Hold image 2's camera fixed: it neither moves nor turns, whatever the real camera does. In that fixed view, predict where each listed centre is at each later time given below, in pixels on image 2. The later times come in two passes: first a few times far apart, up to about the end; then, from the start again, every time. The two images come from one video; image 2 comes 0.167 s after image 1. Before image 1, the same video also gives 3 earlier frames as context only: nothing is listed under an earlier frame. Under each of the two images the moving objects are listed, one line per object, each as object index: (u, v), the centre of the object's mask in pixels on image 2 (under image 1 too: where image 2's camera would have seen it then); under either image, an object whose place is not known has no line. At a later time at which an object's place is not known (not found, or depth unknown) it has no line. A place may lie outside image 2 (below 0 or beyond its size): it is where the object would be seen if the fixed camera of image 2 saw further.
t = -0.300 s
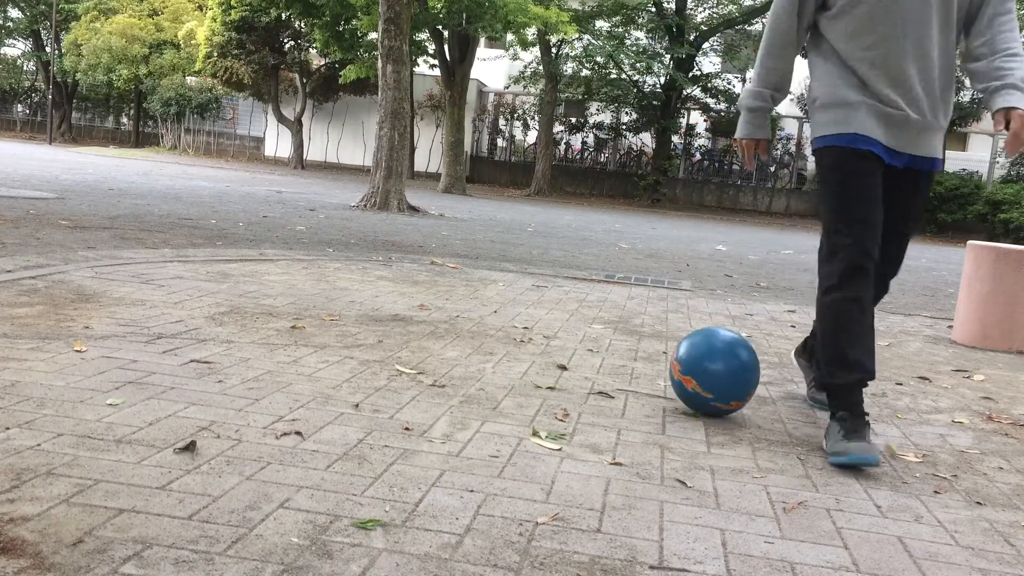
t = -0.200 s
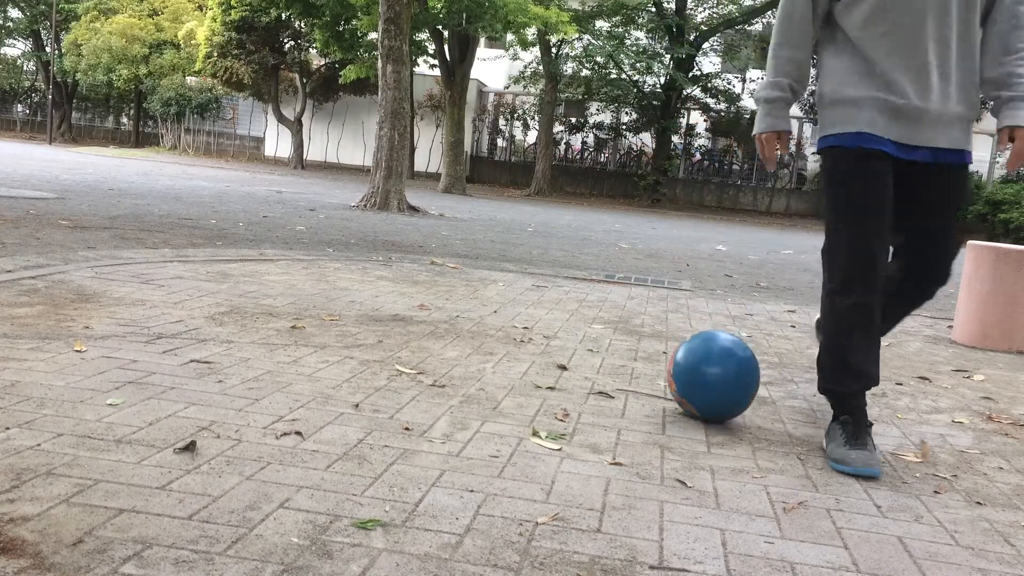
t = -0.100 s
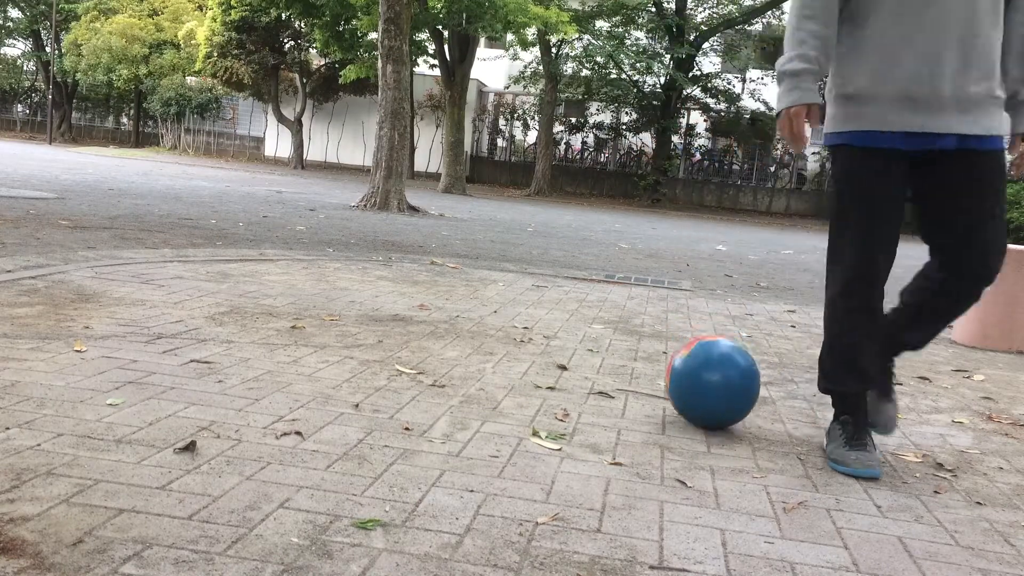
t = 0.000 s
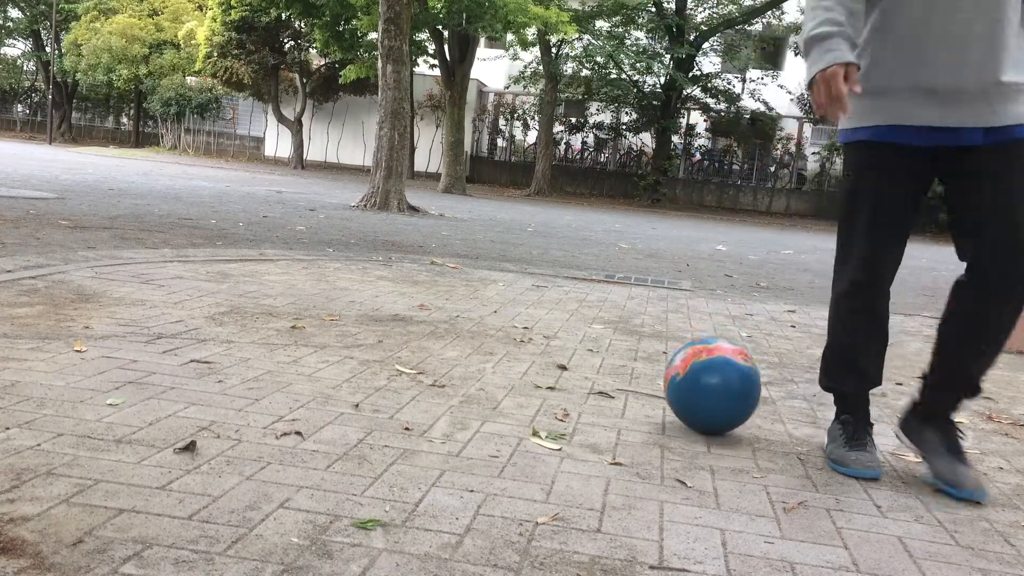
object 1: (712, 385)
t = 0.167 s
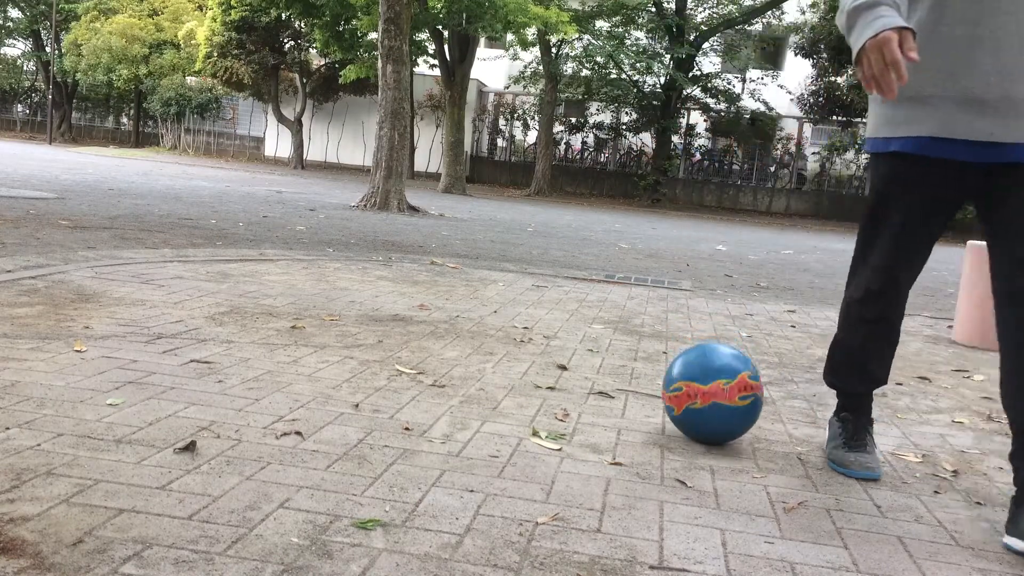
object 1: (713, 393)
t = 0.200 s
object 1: (713, 395)
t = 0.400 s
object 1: (718, 406)
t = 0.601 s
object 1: (725, 418)
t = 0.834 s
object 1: (732, 431)
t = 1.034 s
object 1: (734, 444)
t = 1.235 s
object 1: (732, 457)
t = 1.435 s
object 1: (731, 472)
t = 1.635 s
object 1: (733, 487)
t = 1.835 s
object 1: (736, 504)
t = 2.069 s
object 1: (737, 516)
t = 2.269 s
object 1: (742, 526)
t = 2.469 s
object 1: (747, 534)
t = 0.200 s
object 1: (713, 395)
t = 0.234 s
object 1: (714, 397)
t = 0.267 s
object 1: (714, 399)
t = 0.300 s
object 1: (715, 400)
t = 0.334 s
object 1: (716, 402)
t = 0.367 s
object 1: (717, 404)
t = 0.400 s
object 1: (718, 406)
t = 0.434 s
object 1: (719, 408)
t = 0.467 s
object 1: (720, 410)
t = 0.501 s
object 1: (721, 412)
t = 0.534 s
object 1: (722, 414)
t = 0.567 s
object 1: (723, 416)
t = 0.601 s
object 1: (725, 418)
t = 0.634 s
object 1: (726, 420)
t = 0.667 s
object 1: (727, 421)
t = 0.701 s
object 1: (728, 423)
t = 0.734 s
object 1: (729, 425)
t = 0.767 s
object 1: (730, 427)
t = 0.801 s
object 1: (731, 429)
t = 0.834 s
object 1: (732, 431)
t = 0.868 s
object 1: (733, 433)
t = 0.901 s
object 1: (733, 435)
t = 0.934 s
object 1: (733, 437)
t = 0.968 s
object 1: (733, 439)
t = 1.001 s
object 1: (733, 441)
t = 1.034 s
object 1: (734, 444)
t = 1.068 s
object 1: (734, 446)
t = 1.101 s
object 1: (734, 448)
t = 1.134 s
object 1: (733, 450)
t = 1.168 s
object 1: (733, 452)
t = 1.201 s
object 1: (733, 455)
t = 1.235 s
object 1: (732, 457)
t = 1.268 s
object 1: (732, 460)
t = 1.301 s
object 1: (732, 463)
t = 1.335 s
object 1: (732, 465)
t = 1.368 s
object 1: (731, 467)
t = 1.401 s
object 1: (731, 469)
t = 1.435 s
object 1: (731, 472)
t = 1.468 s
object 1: (731, 474)
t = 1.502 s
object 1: (731, 477)
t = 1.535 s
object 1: (731, 479)
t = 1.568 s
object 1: (732, 482)
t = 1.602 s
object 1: (732, 485)
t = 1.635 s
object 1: (733, 487)
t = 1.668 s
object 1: (734, 490)
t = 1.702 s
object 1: (735, 494)
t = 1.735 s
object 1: (736, 496)
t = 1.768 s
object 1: (737, 499)
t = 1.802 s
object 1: (737, 501)
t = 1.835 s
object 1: (736, 504)
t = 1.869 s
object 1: (736, 505)
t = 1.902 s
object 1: (736, 507)
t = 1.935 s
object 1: (737, 508)
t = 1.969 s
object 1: (737, 510)
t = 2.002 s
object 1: (737, 512)
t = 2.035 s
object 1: (737, 514)
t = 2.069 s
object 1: (737, 516)
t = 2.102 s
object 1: (738, 518)
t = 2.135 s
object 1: (740, 519)
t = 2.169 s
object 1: (740, 521)
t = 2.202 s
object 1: (741, 522)
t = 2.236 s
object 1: (741, 524)
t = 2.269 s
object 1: (742, 526)
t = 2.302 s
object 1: (743, 527)
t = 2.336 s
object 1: (743, 528)
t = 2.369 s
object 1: (744, 530)
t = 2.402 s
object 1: (745, 531)
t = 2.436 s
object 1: (746, 533)
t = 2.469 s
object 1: (747, 534)
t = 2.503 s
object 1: (747, 536)
